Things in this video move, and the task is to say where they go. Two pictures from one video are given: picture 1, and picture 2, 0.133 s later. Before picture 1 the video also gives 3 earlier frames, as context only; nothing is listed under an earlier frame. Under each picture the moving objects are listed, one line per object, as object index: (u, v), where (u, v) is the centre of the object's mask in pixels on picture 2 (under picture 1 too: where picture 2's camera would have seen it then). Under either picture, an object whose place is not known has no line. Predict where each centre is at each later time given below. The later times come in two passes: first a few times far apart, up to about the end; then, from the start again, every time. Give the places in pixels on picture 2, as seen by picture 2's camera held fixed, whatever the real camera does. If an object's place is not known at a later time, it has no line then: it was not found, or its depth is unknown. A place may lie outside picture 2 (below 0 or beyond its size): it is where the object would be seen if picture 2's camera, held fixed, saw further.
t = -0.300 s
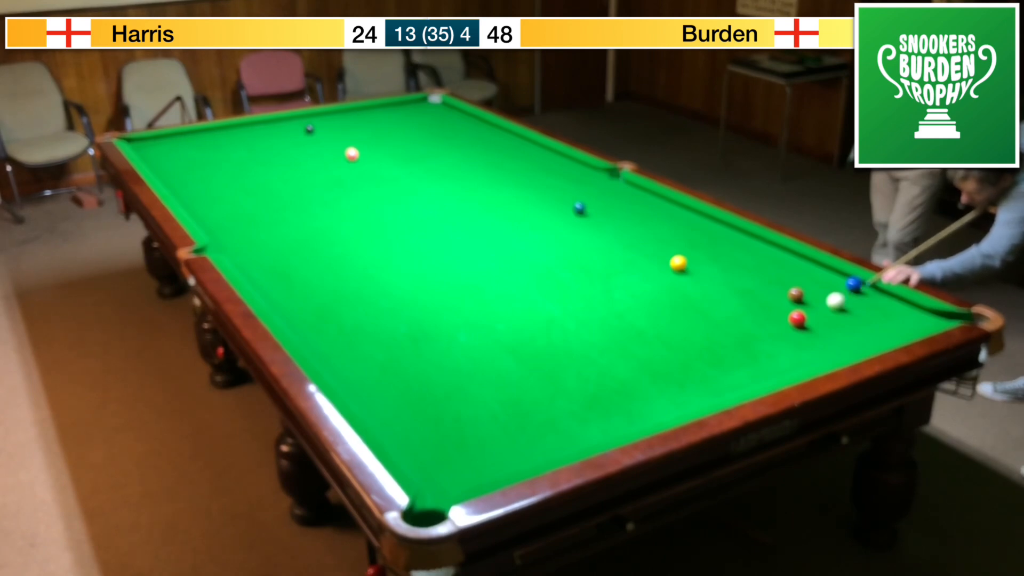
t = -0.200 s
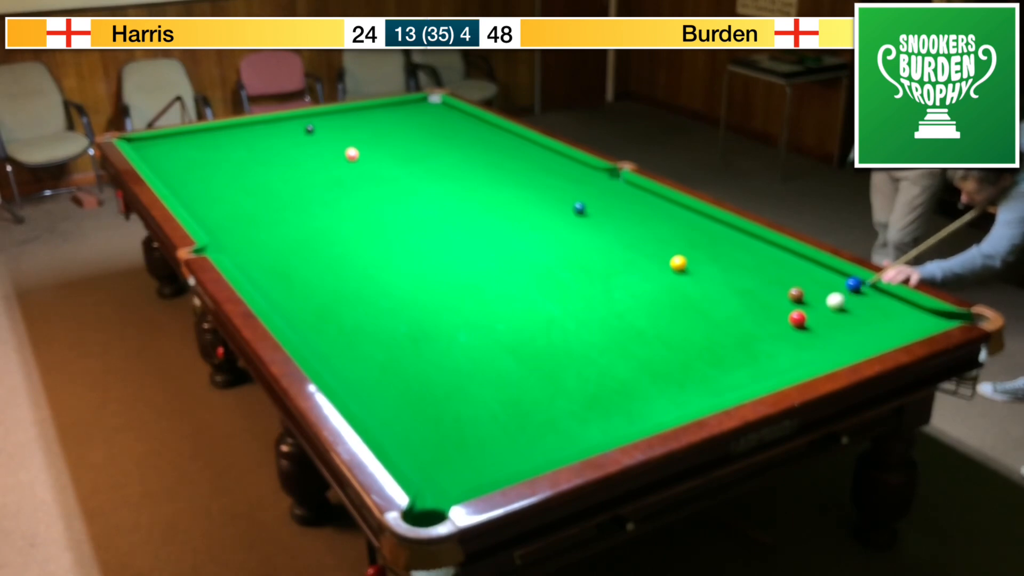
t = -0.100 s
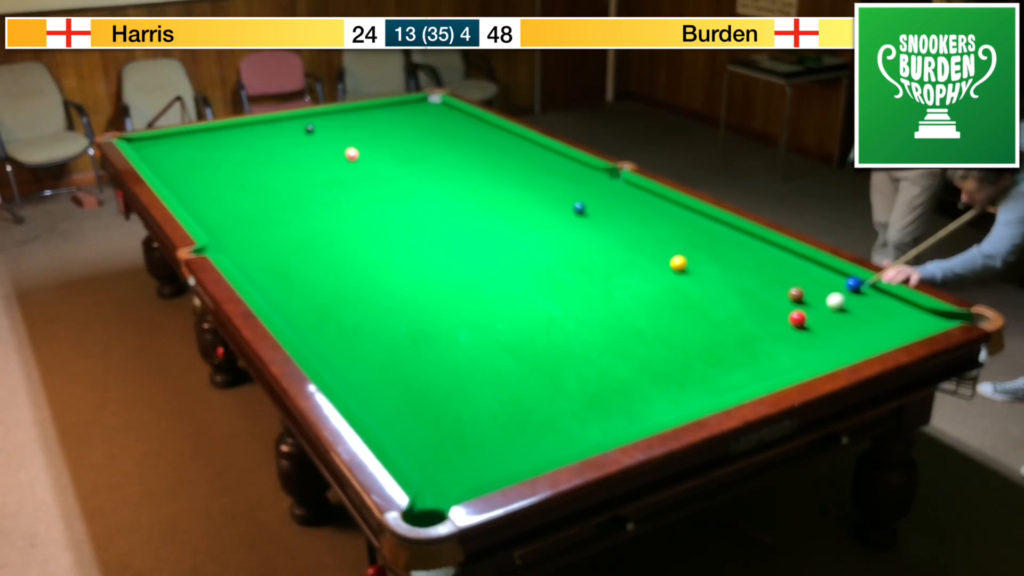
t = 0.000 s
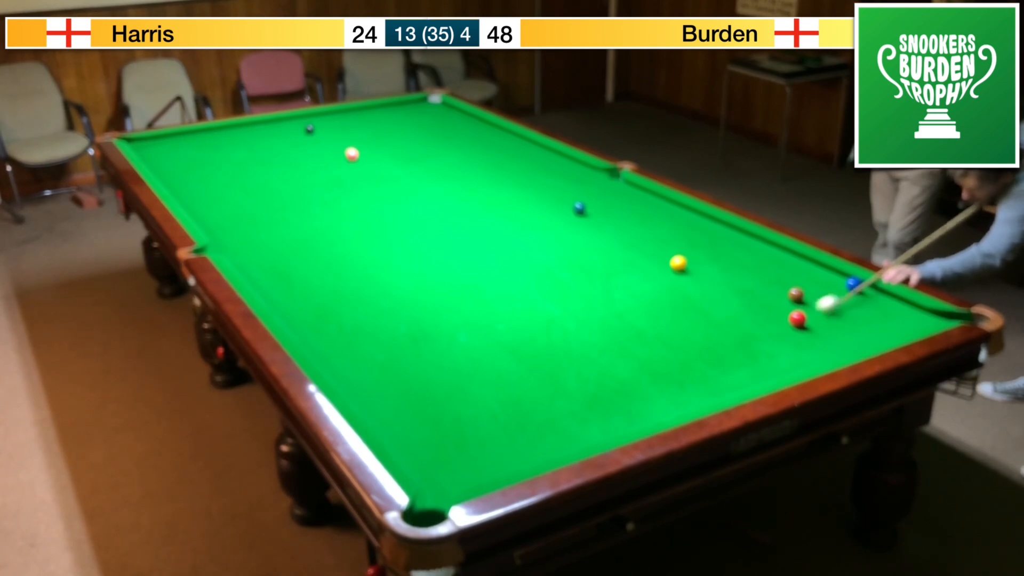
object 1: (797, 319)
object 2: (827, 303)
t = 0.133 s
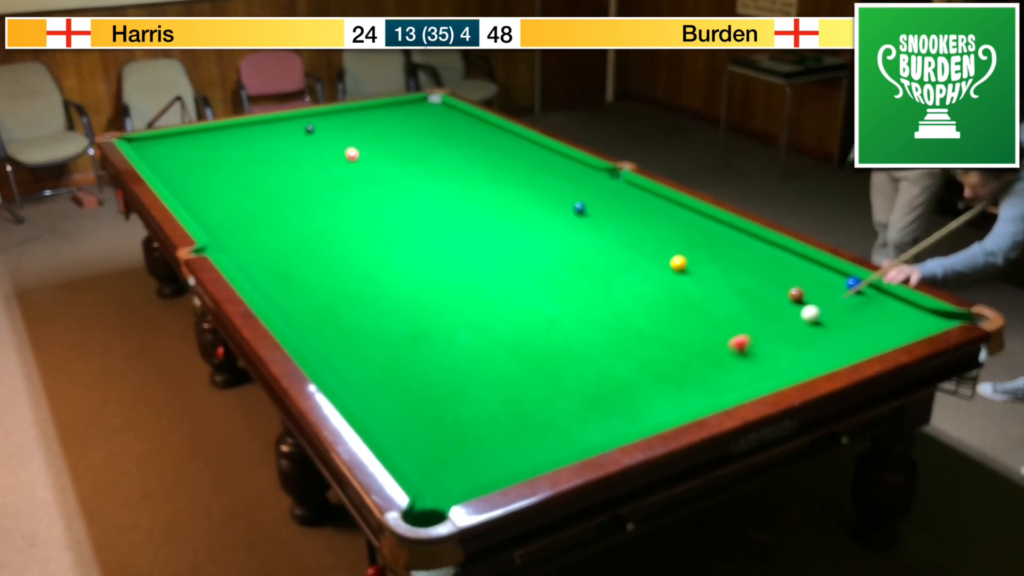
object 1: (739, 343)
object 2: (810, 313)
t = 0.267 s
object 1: (663, 377)
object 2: (819, 310)
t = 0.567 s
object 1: (478, 460)
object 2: (844, 301)
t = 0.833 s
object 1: (497, 453)
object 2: (862, 294)
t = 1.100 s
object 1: (540, 404)
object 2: (875, 290)
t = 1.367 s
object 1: (574, 365)
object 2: (864, 292)
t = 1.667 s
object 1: (606, 328)
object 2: (854, 294)
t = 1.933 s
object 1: (629, 301)
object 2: (847, 295)
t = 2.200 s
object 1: (649, 277)
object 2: (841, 296)
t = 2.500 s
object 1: (668, 254)
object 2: (838, 296)
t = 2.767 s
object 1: (683, 238)
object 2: (838, 296)
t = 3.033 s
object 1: (696, 222)
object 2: (838, 296)
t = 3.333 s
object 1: (685, 214)
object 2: (838, 296)
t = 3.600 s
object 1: (658, 212)
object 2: (838, 296)
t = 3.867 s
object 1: (633, 212)
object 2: (838, 296)
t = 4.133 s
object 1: (610, 211)
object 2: (838, 296)
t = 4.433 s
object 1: (589, 210)
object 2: (838, 296)
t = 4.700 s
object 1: (584, 211)
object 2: (838, 296)
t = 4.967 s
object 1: (581, 212)
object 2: (838, 296)
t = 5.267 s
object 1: (579, 213)
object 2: (838, 296)
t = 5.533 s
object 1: (579, 213)
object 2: (838, 296)
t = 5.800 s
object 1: (579, 213)
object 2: (838, 296)
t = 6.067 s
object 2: (838, 296)
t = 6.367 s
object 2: (838, 296)
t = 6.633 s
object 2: (838, 296)
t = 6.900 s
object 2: (838, 296)
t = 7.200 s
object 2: (838, 296)
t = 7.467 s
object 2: (838, 296)
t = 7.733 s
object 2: (838, 296)
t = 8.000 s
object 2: (838, 296)
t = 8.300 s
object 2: (838, 296)
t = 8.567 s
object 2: (838, 296)
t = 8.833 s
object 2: (838, 296)
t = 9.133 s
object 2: (838, 296)
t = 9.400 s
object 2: (838, 296)
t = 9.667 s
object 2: (838, 296)
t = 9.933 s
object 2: (838, 296)
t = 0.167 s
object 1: (720, 352)
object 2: (812, 313)
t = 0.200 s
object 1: (701, 360)
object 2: (814, 312)
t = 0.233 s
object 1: (681, 369)
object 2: (816, 311)
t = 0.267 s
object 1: (663, 377)
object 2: (819, 310)
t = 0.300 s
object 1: (644, 385)
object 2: (822, 309)
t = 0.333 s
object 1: (625, 394)
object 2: (825, 308)
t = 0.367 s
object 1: (606, 403)
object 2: (828, 307)
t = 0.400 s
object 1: (586, 411)
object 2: (831, 306)
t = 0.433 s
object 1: (566, 420)
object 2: (833, 305)
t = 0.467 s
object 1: (545, 430)
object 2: (836, 304)
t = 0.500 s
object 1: (523, 439)
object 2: (838, 303)
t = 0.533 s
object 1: (501, 449)
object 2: (841, 302)
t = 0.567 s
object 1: (478, 460)
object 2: (844, 301)
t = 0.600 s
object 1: (454, 470)
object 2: (846, 300)
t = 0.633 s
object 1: (430, 481)
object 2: (849, 300)
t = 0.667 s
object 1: (443, 482)
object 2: (851, 298)
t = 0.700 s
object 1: (464, 479)
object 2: (854, 298)
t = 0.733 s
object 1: (476, 473)
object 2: (856, 297)
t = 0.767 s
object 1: (484, 467)
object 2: (858, 296)
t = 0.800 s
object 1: (491, 460)
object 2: (860, 295)
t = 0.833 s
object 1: (497, 453)
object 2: (862, 294)
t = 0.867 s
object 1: (502, 447)
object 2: (865, 293)
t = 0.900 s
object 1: (508, 440)
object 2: (867, 293)
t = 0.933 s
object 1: (514, 433)
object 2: (869, 292)
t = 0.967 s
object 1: (519, 427)
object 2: (871, 291)
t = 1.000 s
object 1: (524, 421)
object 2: (873, 290)
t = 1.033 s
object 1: (530, 416)
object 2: (875, 290)
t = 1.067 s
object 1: (535, 411)
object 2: (876, 289)
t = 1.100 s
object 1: (540, 404)
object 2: (875, 290)
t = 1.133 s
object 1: (544, 399)
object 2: (873, 290)
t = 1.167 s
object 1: (549, 394)
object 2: (872, 290)
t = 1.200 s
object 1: (553, 389)
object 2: (870, 290)
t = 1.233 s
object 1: (558, 384)
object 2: (869, 291)
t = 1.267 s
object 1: (562, 379)
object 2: (867, 291)
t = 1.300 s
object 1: (566, 374)
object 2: (866, 291)
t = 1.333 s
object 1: (570, 369)
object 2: (865, 291)
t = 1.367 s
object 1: (574, 365)
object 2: (864, 292)
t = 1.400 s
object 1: (578, 361)
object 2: (862, 292)
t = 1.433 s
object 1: (582, 356)
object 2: (861, 292)
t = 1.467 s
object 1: (586, 352)
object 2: (860, 293)
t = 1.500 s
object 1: (589, 348)
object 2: (859, 293)
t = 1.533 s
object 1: (592, 343)
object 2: (858, 293)
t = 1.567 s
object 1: (596, 340)
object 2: (857, 294)
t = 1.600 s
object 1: (599, 336)
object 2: (856, 294)
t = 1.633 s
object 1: (603, 332)
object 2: (855, 294)
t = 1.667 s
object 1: (606, 328)
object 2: (854, 294)
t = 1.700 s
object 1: (609, 324)
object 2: (853, 294)
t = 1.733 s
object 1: (612, 321)
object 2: (852, 294)
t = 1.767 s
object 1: (615, 317)
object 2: (851, 295)
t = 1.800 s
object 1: (618, 314)
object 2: (850, 295)
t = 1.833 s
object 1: (621, 310)
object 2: (849, 295)
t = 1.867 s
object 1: (624, 307)
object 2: (848, 295)
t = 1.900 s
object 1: (626, 304)
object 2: (848, 295)
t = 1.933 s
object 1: (629, 301)
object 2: (847, 295)
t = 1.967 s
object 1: (632, 298)
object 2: (846, 295)
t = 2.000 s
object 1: (634, 295)
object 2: (845, 296)
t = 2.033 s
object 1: (637, 292)
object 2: (844, 296)
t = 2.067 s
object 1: (640, 289)
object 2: (844, 296)
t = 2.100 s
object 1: (642, 286)
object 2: (843, 296)
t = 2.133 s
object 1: (644, 283)
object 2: (842, 296)
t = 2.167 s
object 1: (647, 280)
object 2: (842, 296)
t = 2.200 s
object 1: (649, 277)
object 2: (841, 296)
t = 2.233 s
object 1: (651, 275)
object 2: (841, 296)
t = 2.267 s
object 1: (654, 272)
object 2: (840, 296)
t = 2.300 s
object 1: (656, 269)
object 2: (840, 296)
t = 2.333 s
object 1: (658, 267)
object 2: (839, 296)
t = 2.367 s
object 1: (660, 264)
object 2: (839, 296)
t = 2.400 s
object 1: (662, 262)
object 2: (839, 296)
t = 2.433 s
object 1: (664, 259)
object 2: (838, 296)
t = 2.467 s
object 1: (666, 256)
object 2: (838, 296)
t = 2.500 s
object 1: (668, 254)
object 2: (838, 296)
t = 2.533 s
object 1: (670, 252)
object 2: (838, 296)
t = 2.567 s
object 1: (672, 250)
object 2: (838, 296)
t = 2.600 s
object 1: (674, 248)
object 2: (838, 296)
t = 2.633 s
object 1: (676, 246)
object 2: (838, 296)
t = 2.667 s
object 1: (678, 244)
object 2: (838, 296)
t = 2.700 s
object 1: (680, 242)
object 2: (838, 296)
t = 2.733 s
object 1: (682, 240)
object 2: (838, 296)
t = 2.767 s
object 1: (683, 238)
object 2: (838, 296)
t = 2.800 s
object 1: (685, 236)
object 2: (838, 296)
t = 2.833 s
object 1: (686, 234)
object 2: (838, 296)
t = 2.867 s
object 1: (688, 232)
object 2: (838, 296)
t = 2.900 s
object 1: (690, 230)
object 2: (838, 296)
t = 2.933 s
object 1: (691, 228)
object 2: (838, 296)
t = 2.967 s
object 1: (693, 226)
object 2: (838, 296)
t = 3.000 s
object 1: (694, 224)
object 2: (838, 296)
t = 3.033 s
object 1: (696, 222)
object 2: (838, 296)
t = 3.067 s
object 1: (697, 221)
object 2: (838, 296)
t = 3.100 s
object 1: (699, 219)
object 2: (838, 296)
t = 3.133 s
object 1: (700, 217)
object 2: (838, 296)
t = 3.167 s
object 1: (701, 216)
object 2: (838, 296)
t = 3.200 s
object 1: (700, 214)
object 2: (838, 296)
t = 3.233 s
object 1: (696, 214)
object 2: (838, 296)
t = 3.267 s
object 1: (693, 214)
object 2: (838, 296)
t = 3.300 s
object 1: (689, 214)
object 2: (838, 296)
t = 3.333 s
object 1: (685, 214)
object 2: (838, 296)
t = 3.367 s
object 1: (681, 213)
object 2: (838, 296)
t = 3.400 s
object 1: (678, 214)
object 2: (838, 296)
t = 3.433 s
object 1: (675, 213)
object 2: (838, 296)
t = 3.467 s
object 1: (671, 213)
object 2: (838, 296)
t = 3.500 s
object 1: (668, 213)
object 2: (838, 296)
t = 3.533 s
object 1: (664, 213)
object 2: (838, 296)
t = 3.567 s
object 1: (661, 213)
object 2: (838, 296)
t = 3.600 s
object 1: (658, 212)
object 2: (838, 296)
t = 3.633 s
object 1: (654, 213)
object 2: (838, 296)
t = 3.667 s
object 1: (651, 212)
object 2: (838, 296)
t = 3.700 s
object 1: (648, 212)
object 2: (838, 296)
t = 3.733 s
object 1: (645, 212)
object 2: (838, 296)
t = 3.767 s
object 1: (642, 212)
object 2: (838, 296)
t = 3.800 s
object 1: (639, 212)
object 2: (838, 296)
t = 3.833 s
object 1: (636, 212)
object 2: (838, 296)
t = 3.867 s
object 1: (633, 212)
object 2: (838, 296)
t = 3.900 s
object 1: (630, 211)
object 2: (838, 296)
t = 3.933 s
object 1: (627, 211)
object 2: (838, 296)
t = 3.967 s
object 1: (624, 211)
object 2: (838, 296)
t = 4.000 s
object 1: (621, 211)
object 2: (838, 296)
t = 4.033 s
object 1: (619, 211)
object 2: (838, 296)
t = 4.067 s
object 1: (616, 211)
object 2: (838, 296)
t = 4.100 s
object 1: (613, 211)
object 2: (838, 296)
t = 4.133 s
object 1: (610, 211)
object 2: (838, 296)
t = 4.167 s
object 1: (608, 211)
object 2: (838, 296)
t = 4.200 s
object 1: (605, 211)
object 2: (838, 296)
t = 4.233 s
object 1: (603, 210)
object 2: (838, 296)
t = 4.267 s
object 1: (600, 210)
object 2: (838, 296)
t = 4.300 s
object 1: (597, 210)
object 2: (838, 296)
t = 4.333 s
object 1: (595, 210)
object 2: (838, 296)
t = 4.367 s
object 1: (593, 210)
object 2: (838, 296)
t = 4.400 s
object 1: (590, 210)
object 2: (838, 296)
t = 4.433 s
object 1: (589, 210)
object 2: (838, 296)
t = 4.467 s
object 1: (589, 210)
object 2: (838, 296)
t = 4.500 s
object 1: (588, 210)
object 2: (838, 296)
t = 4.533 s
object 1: (587, 210)
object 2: (838, 296)
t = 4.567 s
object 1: (587, 211)
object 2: (838, 296)
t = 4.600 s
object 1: (586, 211)
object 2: (838, 296)
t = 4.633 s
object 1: (585, 211)
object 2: (838, 296)
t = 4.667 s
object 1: (585, 211)
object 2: (838, 296)
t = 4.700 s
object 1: (584, 211)
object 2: (838, 296)
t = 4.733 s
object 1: (584, 211)
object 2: (838, 296)
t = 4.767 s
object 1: (583, 211)
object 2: (838, 296)
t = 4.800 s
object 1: (583, 212)
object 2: (838, 296)
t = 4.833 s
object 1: (582, 212)
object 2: (838, 296)
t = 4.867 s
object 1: (582, 212)
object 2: (838, 296)
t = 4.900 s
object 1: (582, 212)
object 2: (838, 296)
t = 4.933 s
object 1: (581, 212)
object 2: (838, 296)
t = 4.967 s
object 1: (581, 212)
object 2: (838, 296)
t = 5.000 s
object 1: (581, 212)
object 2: (838, 296)
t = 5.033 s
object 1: (581, 212)
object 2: (838, 296)
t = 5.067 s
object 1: (580, 212)
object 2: (838, 296)
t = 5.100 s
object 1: (580, 212)
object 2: (838, 296)
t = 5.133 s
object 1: (580, 212)
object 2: (838, 296)
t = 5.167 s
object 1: (580, 213)
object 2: (838, 296)
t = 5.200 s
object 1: (579, 213)
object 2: (838, 296)
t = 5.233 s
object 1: (579, 213)
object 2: (838, 296)
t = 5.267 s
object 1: (579, 213)
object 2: (838, 296)
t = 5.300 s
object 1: (579, 213)
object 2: (838, 296)
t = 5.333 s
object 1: (579, 213)
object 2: (838, 296)
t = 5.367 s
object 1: (579, 213)
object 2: (838, 296)
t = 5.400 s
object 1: (579, 213)
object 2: (838, 296)
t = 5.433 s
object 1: (579, 213)
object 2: (838, 296)
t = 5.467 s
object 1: (579, 213)
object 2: (838, 296)
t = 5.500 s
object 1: (579, 213)
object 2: (838, 296)
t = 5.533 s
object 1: (579, 213)
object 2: (838, 296)
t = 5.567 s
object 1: (579, 213)
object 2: (838, 296)
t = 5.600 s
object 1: (579, 213)
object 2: (838, 296)
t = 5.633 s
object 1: (579, 213)
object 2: (838, 296)
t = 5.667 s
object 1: (579, 213)
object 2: (838, 296)
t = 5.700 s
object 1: (579, 213)
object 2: (838, 296)
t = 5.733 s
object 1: (579, 213)
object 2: (838, 296)
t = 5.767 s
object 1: (579, 213)
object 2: (838, 296)
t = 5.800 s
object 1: (579, 213)
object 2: (838, 296)
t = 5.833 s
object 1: (579, 213)
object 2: (838, 296)
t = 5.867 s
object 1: (579, 213)
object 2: (838, 296)
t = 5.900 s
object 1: (579, 213)
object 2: (838, 296)
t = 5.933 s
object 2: (838, 296)
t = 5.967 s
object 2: (838, 296)
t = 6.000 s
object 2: (838, 296)
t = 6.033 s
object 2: (838, 296)
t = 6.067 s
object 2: (838, 296)
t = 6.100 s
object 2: (838, 296)
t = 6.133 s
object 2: (838, 296)
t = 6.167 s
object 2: (838, 296)
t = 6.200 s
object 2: (838, 296)
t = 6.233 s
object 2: (838, 296)
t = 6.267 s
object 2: (838, 296)
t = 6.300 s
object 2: (838, 296)
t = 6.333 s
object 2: (838, 296)
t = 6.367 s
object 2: (838, 296)
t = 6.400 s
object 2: (838, 296)
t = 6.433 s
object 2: (838, 296)
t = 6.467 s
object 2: (838, 296)
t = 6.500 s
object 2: (838, 296)
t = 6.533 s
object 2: (838, 296)
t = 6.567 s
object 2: (838, 296)
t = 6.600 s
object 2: (838, 296)
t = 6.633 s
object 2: (838, 296)
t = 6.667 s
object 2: (838, 296)
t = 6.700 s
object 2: (838, 296)
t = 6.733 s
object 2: (838, 296)
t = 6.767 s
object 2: (838, 296)
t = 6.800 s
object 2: (838, 296)
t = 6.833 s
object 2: (838, 296)
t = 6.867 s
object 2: (838, 296)
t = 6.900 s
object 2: (838, 296)
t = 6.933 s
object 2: (838, 296)
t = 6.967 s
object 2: (838, 296)
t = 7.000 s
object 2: (838, 296)
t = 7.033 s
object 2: (838, 296)
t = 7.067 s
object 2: (838, 296)
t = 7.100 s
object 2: (838, 296)
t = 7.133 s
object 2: (838, 296)
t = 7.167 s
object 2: (838, 296)
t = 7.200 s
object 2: (838, 296)
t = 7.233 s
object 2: (838, 296)
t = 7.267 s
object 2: (838, 296)
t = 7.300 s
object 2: (838, 296)
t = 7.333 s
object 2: (838, 296)
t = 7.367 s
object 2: (838, 296)
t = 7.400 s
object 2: (838, 296)
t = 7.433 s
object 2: (838, 296)
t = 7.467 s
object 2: (838, 296)
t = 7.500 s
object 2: (838, 296)
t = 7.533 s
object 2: (838, 296)
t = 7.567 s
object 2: (838, 296)
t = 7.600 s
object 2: (838, 296)
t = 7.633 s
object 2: (838, 296)
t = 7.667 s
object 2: (838, 296)
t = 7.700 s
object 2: (838, 296)
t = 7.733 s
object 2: (838, 296)
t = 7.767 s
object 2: (838, 296)
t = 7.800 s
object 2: (838, 296)
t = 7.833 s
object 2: (838, 296)
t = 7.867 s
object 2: (838, 296)
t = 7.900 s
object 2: (838, 296)
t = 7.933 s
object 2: (838, 296)
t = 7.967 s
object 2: (838, 296)
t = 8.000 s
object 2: (838, 296)
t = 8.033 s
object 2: (838, 296)
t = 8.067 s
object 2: (838, 296)
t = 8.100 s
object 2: (838, 296)
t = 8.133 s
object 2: (838, 296)
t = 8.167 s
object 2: (838, 296)
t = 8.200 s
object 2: (838, 296)
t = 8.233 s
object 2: (838, 296)
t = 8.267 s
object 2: (838, 296)
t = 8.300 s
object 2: (838, 296)
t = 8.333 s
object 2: (838, 296)
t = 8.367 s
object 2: (838, 296)
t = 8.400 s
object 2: (838, 296)
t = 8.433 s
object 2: (838, 296)
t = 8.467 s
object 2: (838, 296)
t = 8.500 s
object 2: (838, 296)
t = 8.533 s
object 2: (838, 296)
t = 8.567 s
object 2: (838, 296)
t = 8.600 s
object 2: (838, 296)
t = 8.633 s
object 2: (838, 296)
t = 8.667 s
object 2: (838, 296)
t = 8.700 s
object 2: (838, 296)
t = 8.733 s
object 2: (838, 296)
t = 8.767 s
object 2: (838, 296)
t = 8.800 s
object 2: (838, 296)
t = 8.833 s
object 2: (838, 296)
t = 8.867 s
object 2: (838, 296)
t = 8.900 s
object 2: (838, 296)
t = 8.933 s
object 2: (838, 296)
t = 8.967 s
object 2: (838, 296)
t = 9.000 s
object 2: (838, 296)
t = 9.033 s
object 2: (838, 296)
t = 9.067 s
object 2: (838, 296)
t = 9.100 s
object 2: (838, 296)
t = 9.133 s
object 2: (838, 296)
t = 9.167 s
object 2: (838, 296)
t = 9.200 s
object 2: (838, 296)
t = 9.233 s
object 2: (838, 296)
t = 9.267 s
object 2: (838, 296)
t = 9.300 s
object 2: (838, 296)
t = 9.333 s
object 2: (838, 296)
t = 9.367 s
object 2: (838, 296)
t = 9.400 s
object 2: (838, 296)
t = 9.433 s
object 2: (838, 296)
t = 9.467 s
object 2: (838, 296)
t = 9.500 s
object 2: (838, 296)
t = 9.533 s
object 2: (838, 296)
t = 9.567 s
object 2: (838, 296)
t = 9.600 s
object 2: (838, 296)
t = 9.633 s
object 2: (838, 296)
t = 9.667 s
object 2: (838, 296)
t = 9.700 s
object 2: (838, 296)
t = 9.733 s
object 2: (838, 296)
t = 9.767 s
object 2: (838, 296)
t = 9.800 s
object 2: (838, 296)
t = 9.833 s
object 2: (838, 296)
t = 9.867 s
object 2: (838, 296)
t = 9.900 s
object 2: (838, 296)
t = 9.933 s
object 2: (838, 296)
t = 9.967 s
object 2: (838, 296)
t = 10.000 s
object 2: (838, 296)
